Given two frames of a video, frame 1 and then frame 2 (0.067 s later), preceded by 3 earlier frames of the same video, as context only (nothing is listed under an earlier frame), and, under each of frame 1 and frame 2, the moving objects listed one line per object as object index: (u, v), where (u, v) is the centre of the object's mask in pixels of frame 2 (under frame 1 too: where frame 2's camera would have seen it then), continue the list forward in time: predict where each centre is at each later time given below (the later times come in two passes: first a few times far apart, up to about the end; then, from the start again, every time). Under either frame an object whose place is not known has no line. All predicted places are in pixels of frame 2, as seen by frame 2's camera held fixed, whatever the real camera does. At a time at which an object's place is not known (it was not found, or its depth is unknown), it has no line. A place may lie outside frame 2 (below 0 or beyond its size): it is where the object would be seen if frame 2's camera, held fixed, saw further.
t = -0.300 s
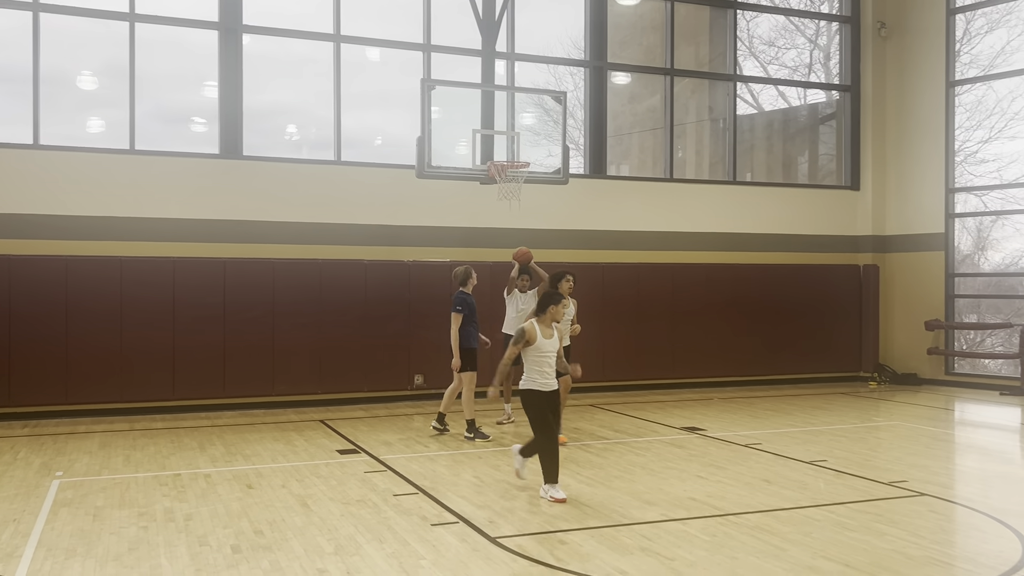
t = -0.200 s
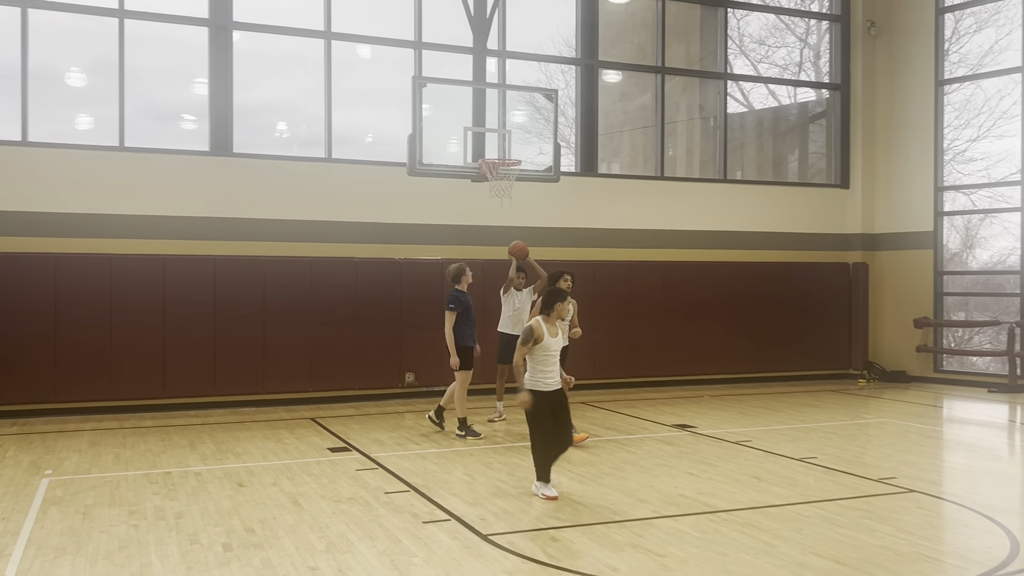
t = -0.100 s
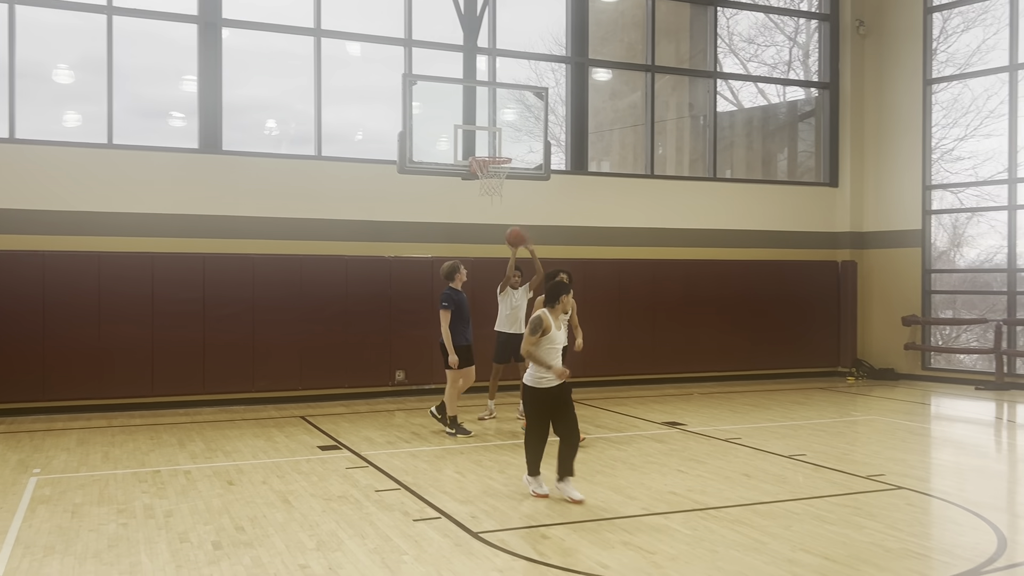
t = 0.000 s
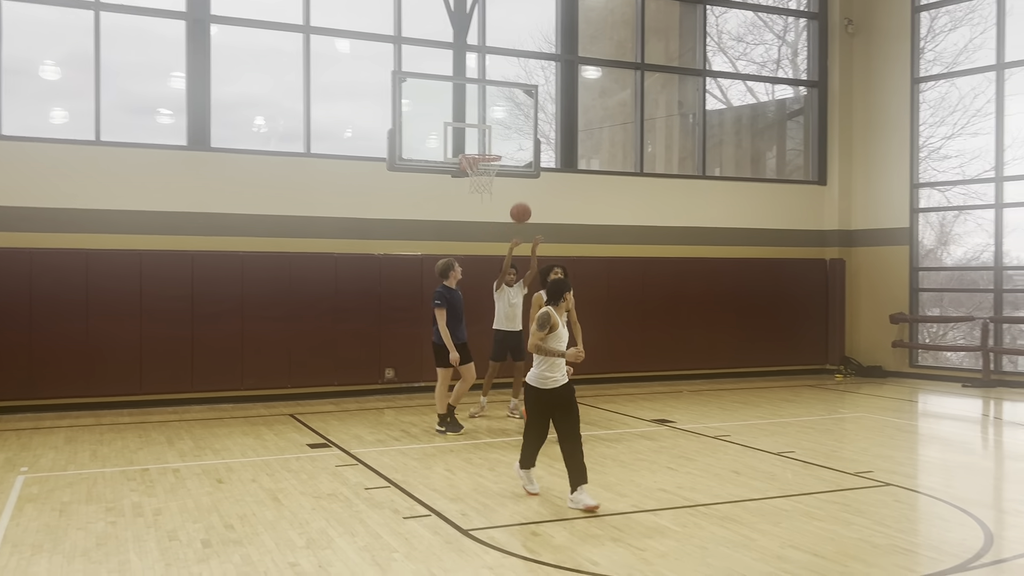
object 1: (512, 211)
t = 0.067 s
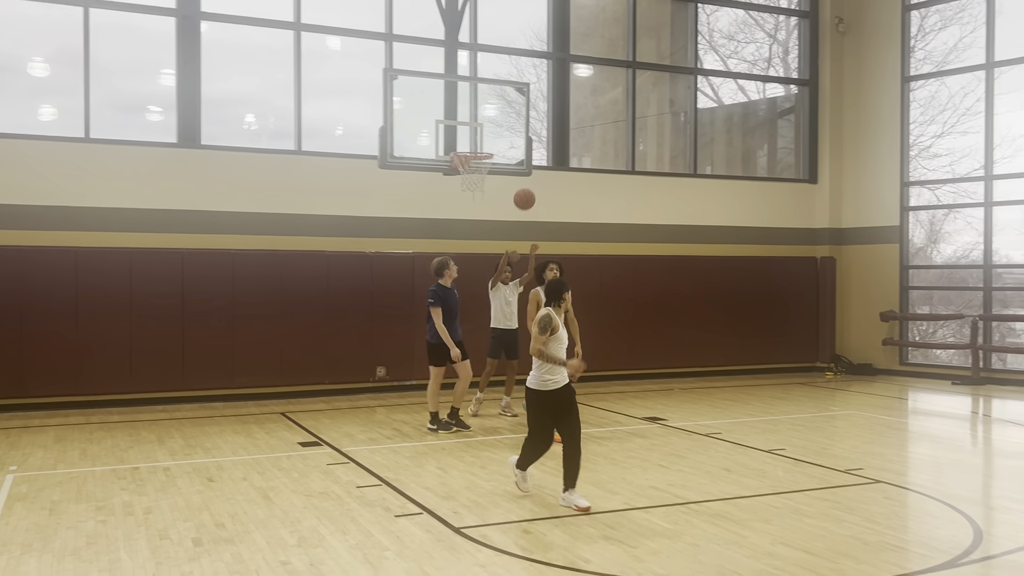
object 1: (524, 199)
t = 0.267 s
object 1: (564, 186)
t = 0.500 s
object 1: (620, 224)
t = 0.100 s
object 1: (531, 195)
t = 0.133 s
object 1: (537, 191)
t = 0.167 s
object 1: (544, 188)
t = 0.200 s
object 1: (550, 187)
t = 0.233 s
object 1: (557, 186)
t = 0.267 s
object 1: (564, 186)
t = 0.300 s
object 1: (572, 188)
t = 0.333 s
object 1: (579, 191)
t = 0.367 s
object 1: (587, 195)
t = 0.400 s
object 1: (595, 200)
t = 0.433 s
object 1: (603, 206)
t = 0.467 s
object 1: (611, 214)
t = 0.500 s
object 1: (620, 224)
